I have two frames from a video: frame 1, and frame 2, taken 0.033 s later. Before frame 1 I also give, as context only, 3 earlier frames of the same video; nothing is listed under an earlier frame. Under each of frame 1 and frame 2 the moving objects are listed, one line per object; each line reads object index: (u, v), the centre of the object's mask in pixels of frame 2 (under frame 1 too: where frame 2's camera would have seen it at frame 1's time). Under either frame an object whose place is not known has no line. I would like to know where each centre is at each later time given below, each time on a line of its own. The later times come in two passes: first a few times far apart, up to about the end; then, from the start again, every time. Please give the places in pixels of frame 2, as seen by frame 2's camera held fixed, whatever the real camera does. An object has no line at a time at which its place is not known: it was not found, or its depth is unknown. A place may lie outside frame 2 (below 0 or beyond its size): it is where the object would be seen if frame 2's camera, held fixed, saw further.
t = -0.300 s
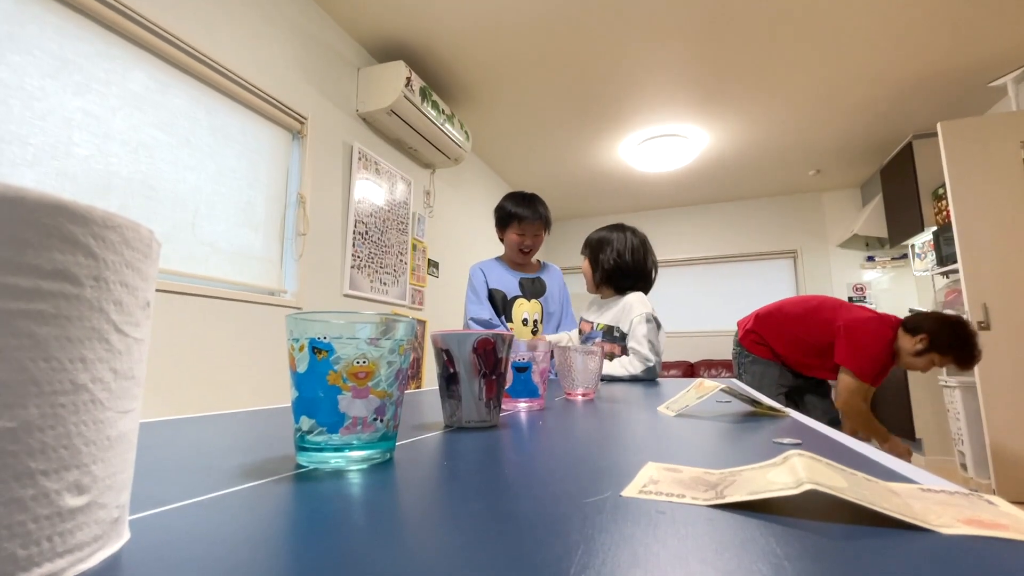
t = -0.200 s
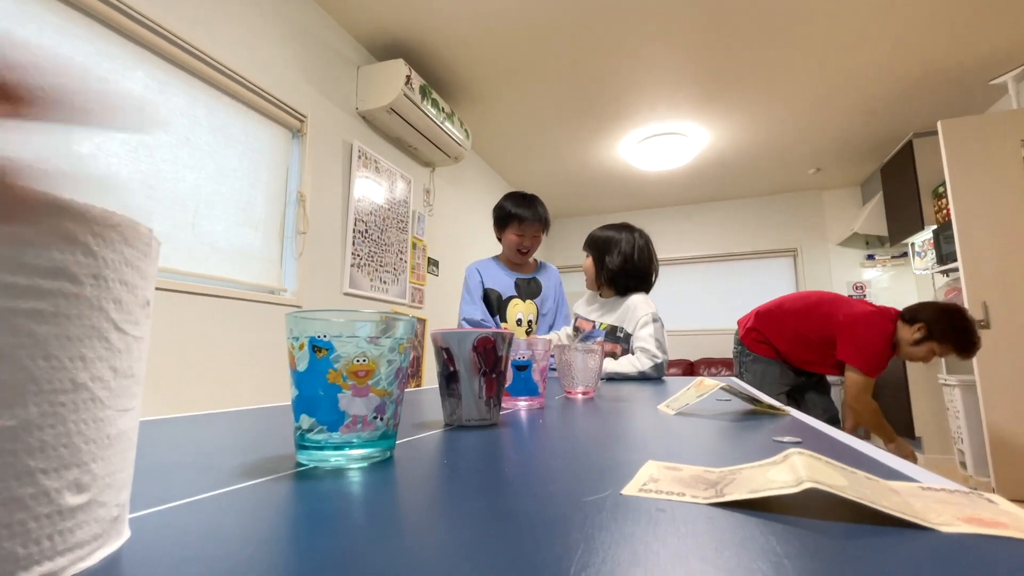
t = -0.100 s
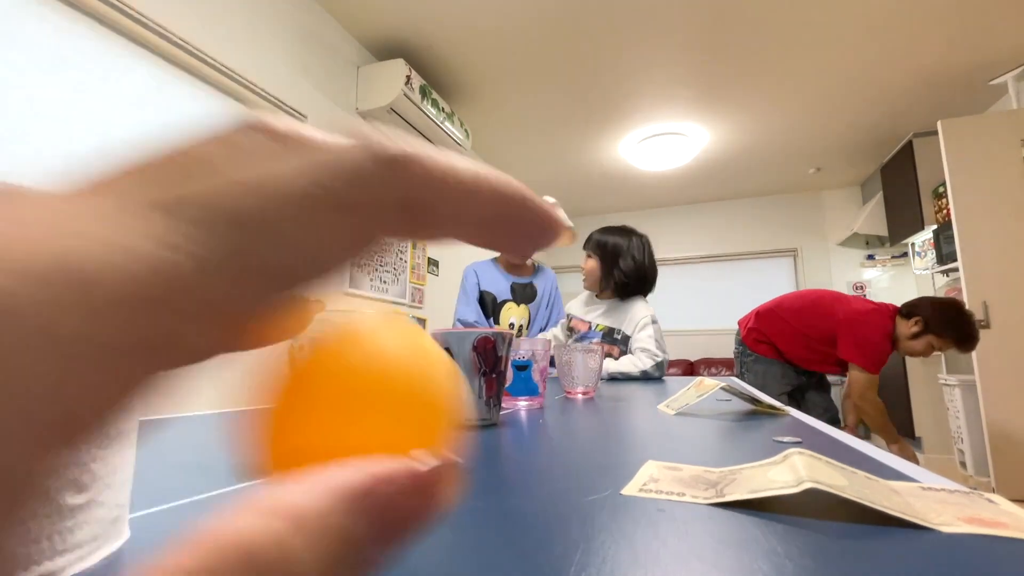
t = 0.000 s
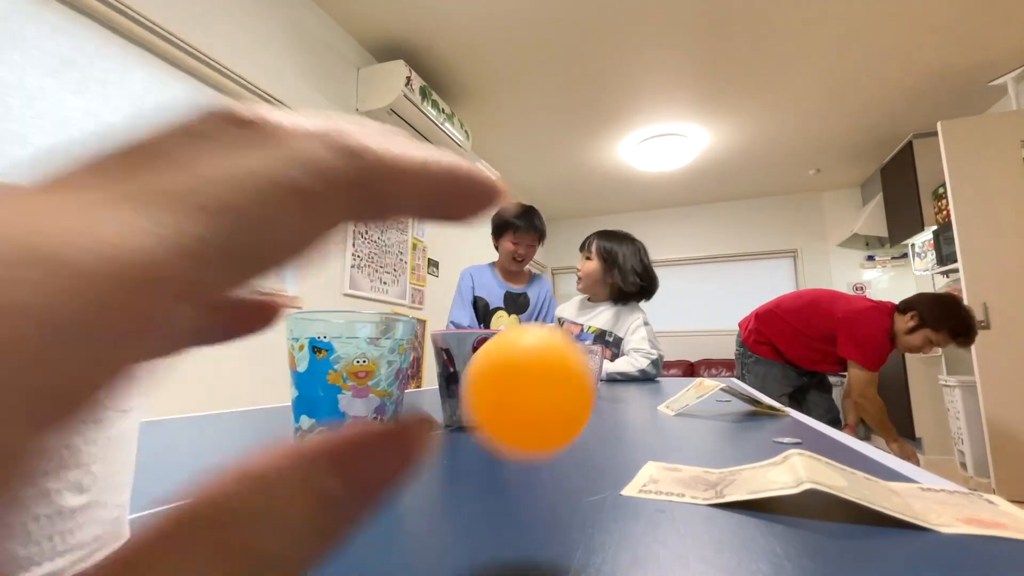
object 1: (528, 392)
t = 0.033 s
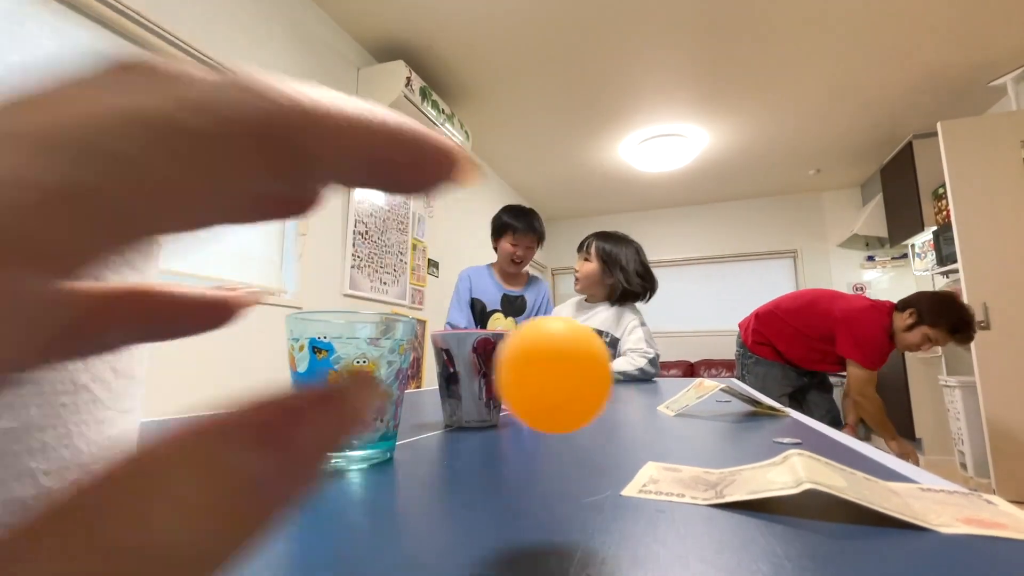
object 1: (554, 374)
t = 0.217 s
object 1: (639, 382)
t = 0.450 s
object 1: (689, 396)
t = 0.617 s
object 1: (708, 387)
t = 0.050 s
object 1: (565, 377)
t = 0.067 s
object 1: (576, 388)
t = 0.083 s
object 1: (585, 404)
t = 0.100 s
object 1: (594, 428)
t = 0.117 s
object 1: (602, 451)
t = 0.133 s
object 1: (610, 433)
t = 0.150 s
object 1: (616, 410)
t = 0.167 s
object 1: (623, 392)
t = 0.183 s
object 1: (628, 383)
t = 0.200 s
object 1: (634, 381)
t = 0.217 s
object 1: (639, 382)
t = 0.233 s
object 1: (644, 389)
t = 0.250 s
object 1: (650, 400)
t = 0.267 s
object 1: (655, 415)
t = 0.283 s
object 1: (659, 426)
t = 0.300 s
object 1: (662, 410)
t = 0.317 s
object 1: (665, 398)
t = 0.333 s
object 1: (669, 391)
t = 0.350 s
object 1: (672, 388)
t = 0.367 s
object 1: (675, 390)
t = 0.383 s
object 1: (678, 394)
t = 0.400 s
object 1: (681, 401)
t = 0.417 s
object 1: (684, 414)
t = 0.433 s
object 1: (687, 406)
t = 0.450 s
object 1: (689, 396)
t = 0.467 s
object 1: (691, 390)
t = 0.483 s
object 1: (693, 388)
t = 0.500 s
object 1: (695, 389)
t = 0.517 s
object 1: (697, 392)
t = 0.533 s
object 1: (700, 399)
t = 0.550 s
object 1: (703, 405)
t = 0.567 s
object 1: (704, 398)
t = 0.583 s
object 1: (705, 391)
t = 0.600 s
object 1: (707, 388)
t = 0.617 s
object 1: (708, 387)
